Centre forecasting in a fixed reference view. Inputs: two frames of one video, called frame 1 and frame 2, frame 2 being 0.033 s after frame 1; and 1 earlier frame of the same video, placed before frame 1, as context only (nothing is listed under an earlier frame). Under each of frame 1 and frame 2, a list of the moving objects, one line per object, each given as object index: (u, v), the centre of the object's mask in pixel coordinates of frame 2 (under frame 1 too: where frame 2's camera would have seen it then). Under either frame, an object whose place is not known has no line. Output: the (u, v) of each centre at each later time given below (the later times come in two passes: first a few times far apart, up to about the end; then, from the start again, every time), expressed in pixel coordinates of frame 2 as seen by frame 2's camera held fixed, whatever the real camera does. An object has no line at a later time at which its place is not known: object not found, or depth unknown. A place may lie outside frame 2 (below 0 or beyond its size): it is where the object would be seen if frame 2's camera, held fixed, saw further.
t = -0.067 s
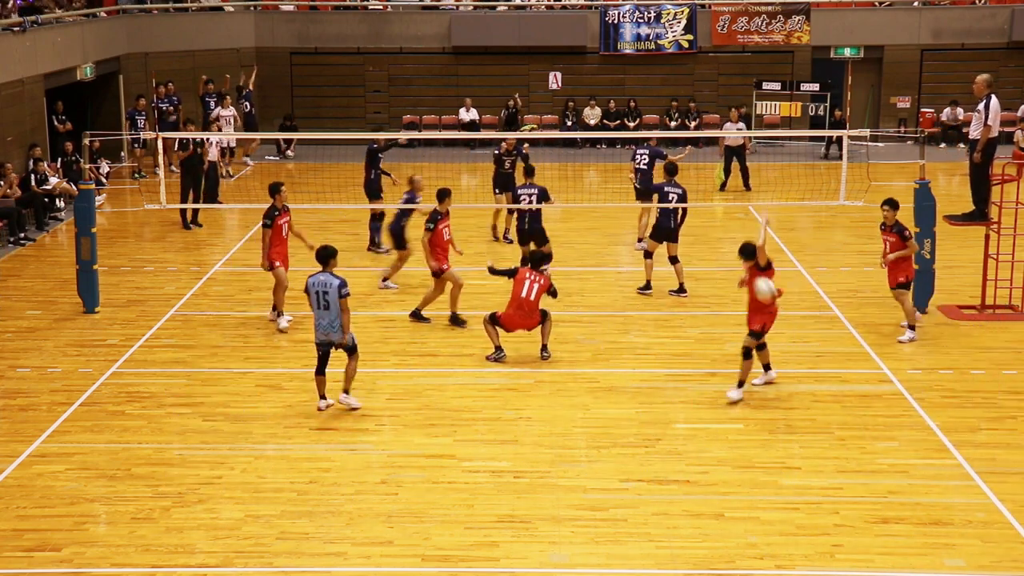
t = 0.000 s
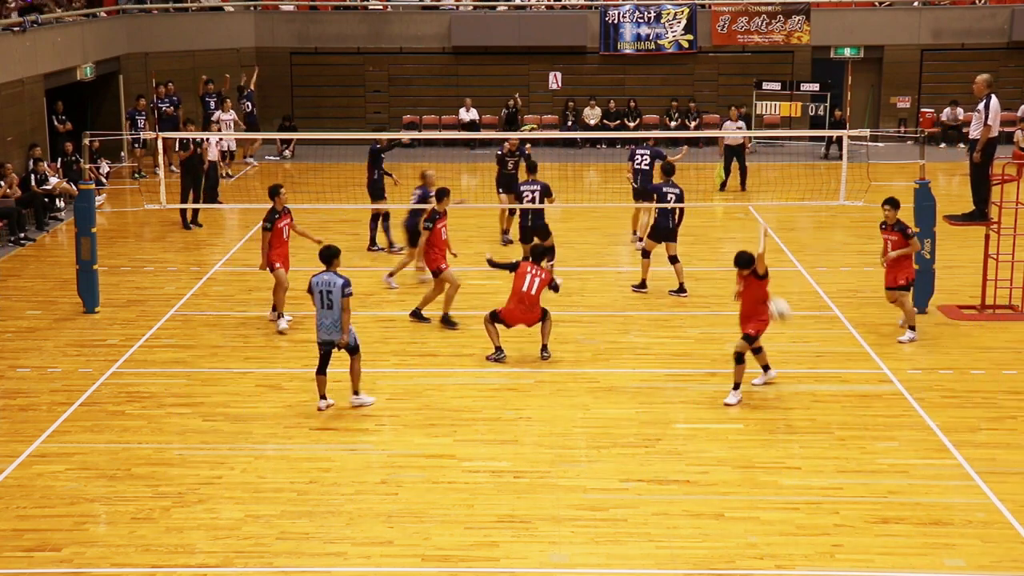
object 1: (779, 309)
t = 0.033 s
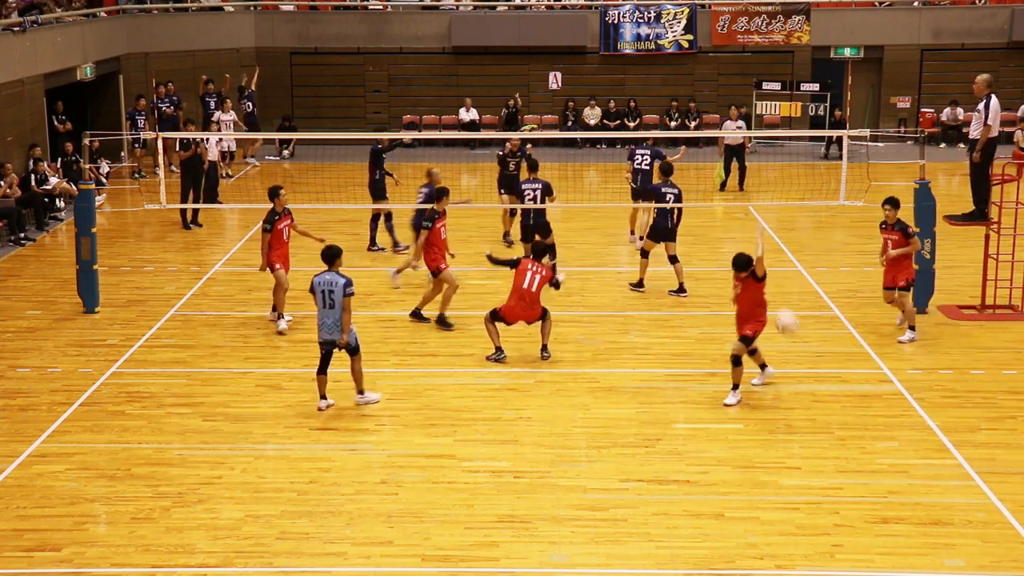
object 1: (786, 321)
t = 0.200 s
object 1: (823, 407)
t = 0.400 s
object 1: (872, 504)
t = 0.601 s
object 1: (929, 469)
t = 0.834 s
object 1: (1004, 489)
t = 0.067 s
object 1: (791, 334)
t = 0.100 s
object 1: (800, 349)
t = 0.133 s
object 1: (808, 368)
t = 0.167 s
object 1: (815, 387)
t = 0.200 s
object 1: (823, 407)
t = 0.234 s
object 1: (831, 427)
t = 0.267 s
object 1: (839, 453)
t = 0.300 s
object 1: (846, 475)
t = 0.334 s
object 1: (855, 507)
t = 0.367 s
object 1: (862, 517)
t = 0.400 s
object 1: (872, 504)
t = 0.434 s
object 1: (881, 496)
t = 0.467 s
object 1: (890, 488)
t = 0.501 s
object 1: (899, 482)
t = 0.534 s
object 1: (909, 476)
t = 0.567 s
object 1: (919, 472)
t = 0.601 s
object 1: (929, 469)
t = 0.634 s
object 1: (938, 468)
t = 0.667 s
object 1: (948, 468)
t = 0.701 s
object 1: (960, 469)
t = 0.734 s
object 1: (970, 472)
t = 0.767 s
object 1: (982, 476)
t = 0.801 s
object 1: (993, 483)
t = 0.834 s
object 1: (1004, 489)
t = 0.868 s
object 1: (1012, 498)
